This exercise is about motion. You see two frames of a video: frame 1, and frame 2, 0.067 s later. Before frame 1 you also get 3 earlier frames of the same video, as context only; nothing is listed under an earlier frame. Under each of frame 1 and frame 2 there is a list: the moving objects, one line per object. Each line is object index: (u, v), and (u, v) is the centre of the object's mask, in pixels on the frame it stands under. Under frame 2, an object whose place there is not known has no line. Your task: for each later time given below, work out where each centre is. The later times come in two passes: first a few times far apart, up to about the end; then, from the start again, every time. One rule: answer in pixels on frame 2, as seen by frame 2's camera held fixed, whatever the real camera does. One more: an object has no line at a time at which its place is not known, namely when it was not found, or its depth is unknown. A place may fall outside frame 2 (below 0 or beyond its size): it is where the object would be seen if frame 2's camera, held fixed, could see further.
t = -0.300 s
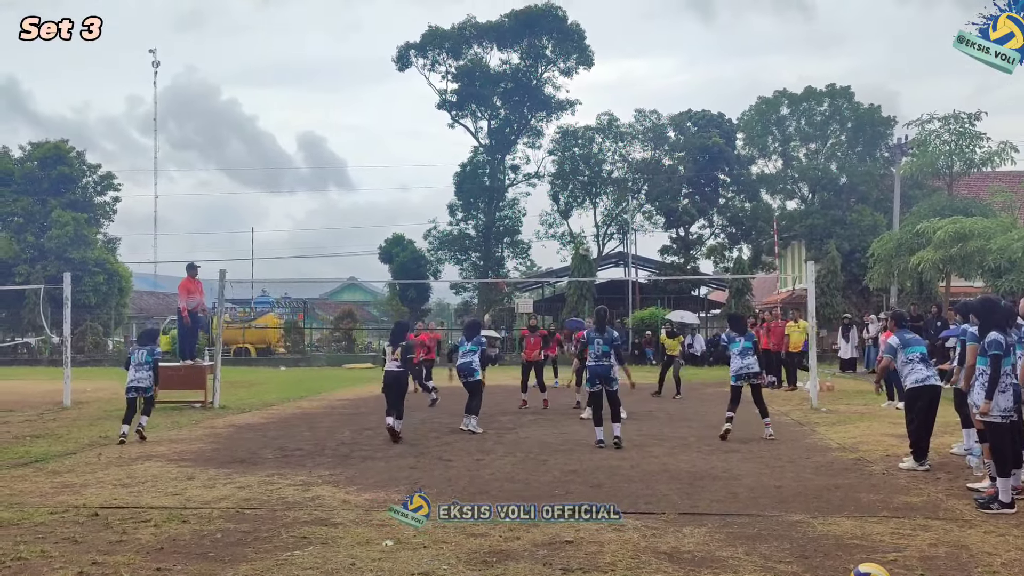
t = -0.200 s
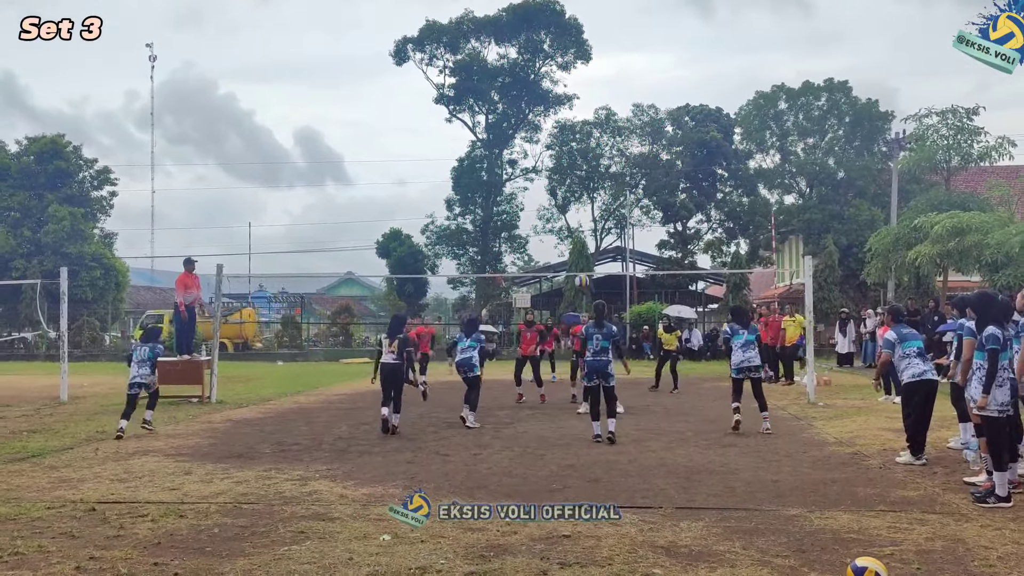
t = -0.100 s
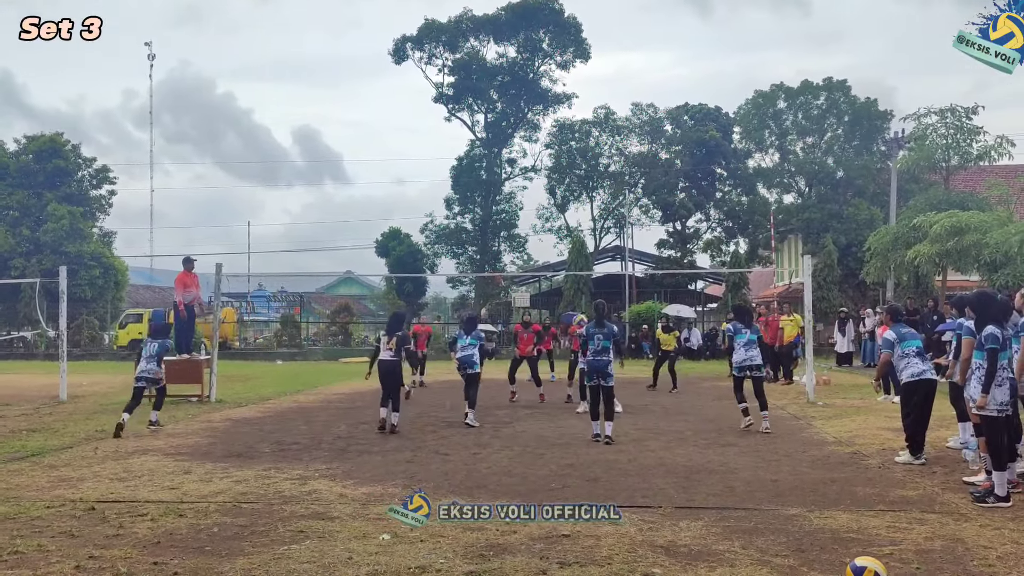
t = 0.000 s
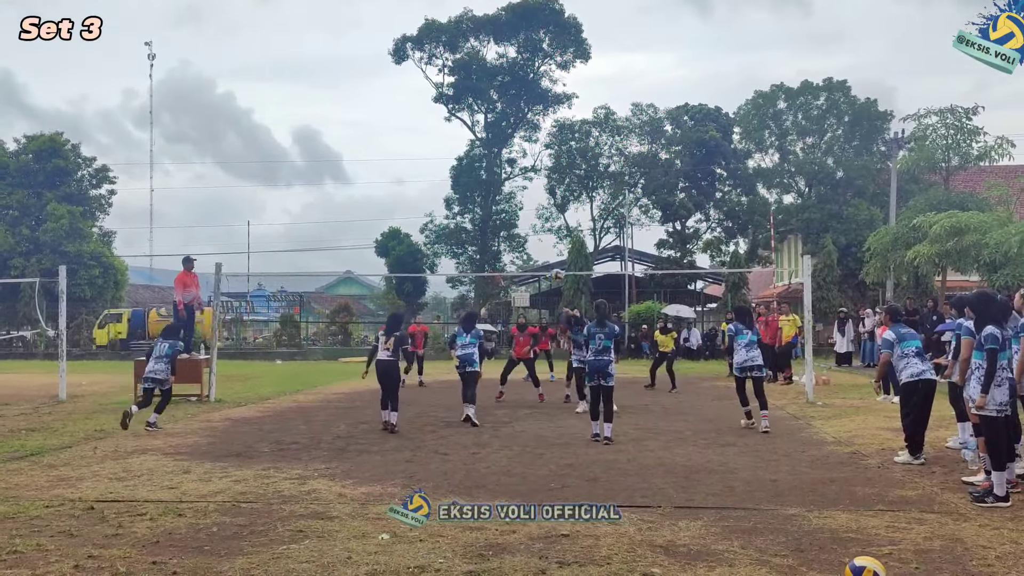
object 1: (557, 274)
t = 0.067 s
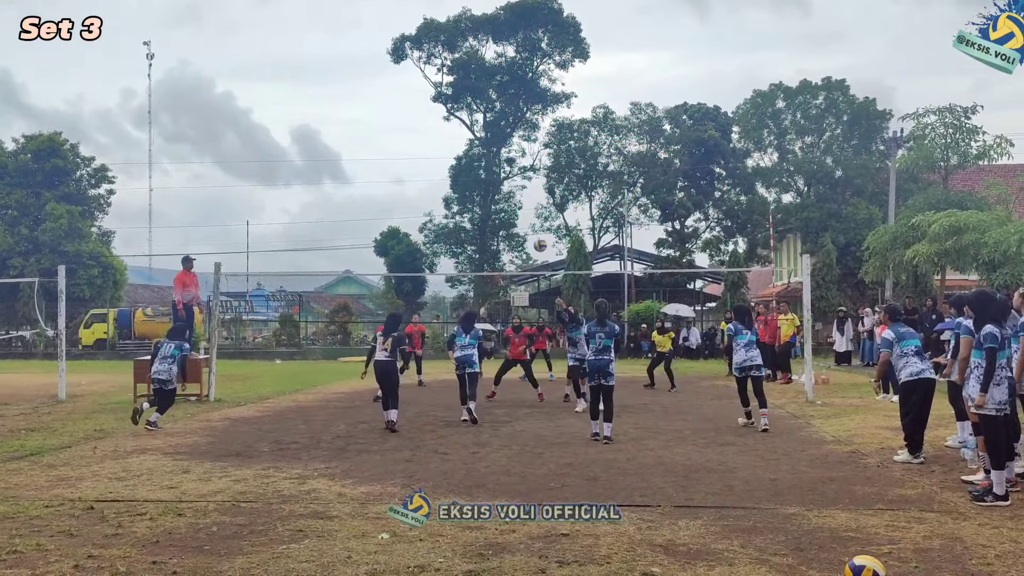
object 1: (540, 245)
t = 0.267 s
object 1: (495, 174)
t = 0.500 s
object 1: (444, 124)
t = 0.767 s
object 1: (387, 109)
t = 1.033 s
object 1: (331, 139)
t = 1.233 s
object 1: (289, 189)
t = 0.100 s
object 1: (532, 231)
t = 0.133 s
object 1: (525, 219)
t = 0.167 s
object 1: (517, 206)
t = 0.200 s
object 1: (510, 195)
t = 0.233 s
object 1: (502, 184)
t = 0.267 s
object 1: (495, 174)
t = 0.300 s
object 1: (488, 164)
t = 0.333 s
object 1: (480, 155)
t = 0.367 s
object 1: (476, 146)
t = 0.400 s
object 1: (466, 141)
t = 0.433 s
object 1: (459, 135)
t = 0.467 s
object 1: (452, 129)
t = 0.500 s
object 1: (444, 124)
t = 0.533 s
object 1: (437, 120)
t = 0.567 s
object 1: (430, 116)
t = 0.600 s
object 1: (423, 113)
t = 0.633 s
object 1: (416, 111)
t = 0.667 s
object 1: (409, 109)
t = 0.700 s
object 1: (401, 109)
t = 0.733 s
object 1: (394, 109)
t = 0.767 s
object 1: (387, 109)
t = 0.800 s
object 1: (380, 110)
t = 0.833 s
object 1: (373, 112)
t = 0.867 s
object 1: (366, 115)
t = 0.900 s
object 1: (359, 118)
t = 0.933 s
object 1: (352, 123)
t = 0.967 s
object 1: (345, 128)
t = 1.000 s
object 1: (338, 133)
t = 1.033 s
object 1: (331, 139)
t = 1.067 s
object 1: (323, 146)
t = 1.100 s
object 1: (317, 153)
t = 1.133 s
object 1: (310, 161)
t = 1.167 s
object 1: (303, 170)
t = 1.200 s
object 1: (296, 179)
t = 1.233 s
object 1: (289, 189)
